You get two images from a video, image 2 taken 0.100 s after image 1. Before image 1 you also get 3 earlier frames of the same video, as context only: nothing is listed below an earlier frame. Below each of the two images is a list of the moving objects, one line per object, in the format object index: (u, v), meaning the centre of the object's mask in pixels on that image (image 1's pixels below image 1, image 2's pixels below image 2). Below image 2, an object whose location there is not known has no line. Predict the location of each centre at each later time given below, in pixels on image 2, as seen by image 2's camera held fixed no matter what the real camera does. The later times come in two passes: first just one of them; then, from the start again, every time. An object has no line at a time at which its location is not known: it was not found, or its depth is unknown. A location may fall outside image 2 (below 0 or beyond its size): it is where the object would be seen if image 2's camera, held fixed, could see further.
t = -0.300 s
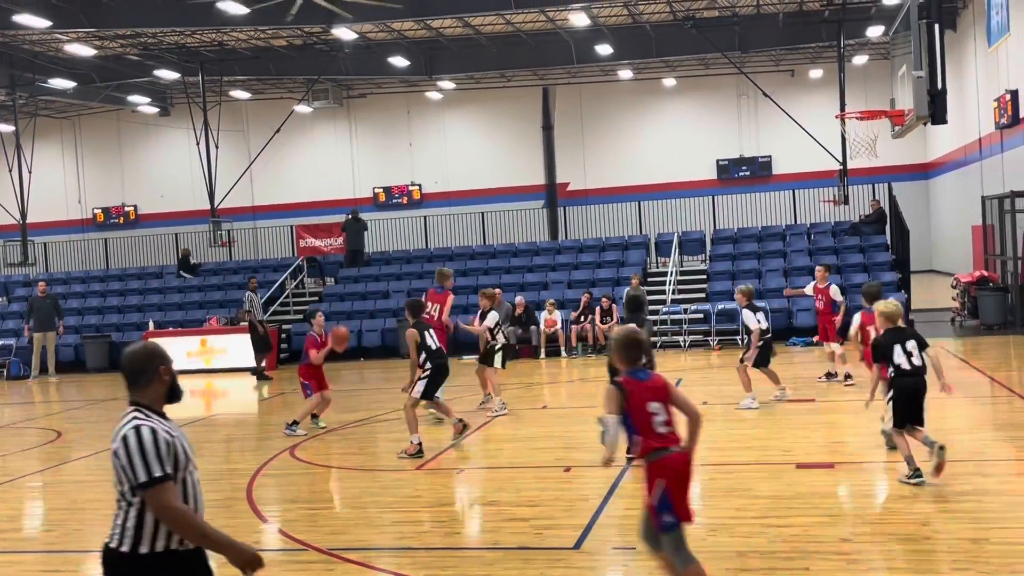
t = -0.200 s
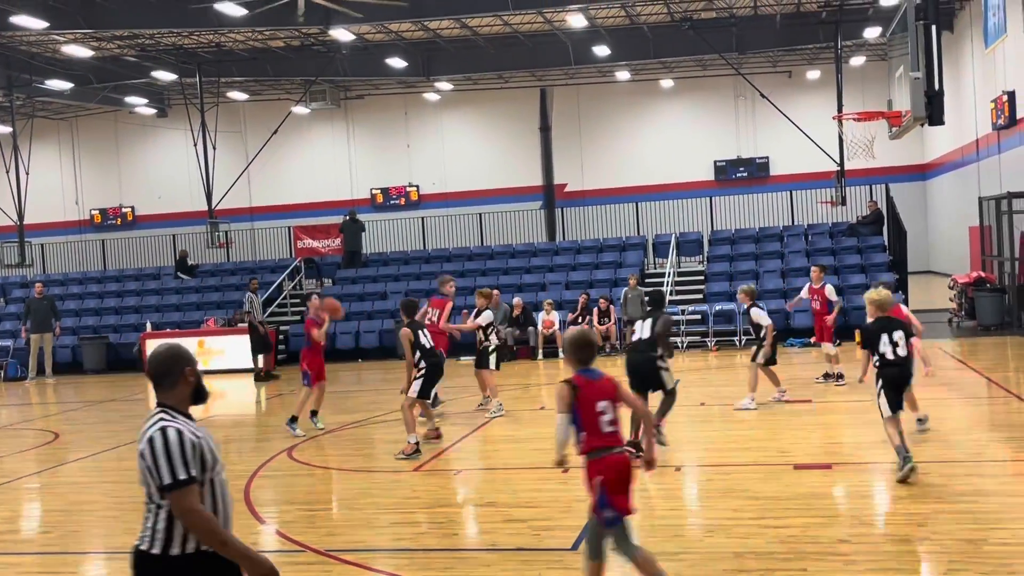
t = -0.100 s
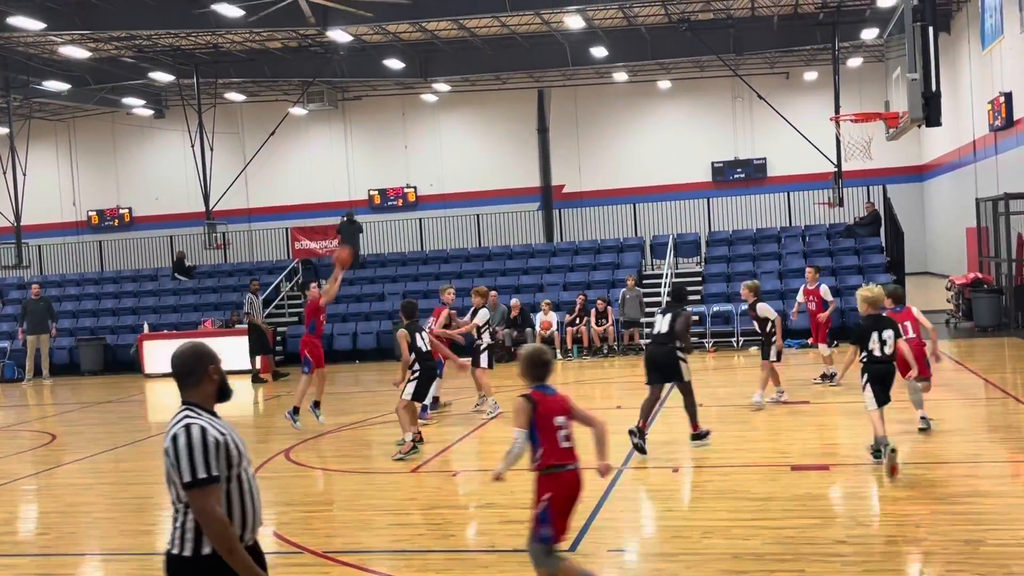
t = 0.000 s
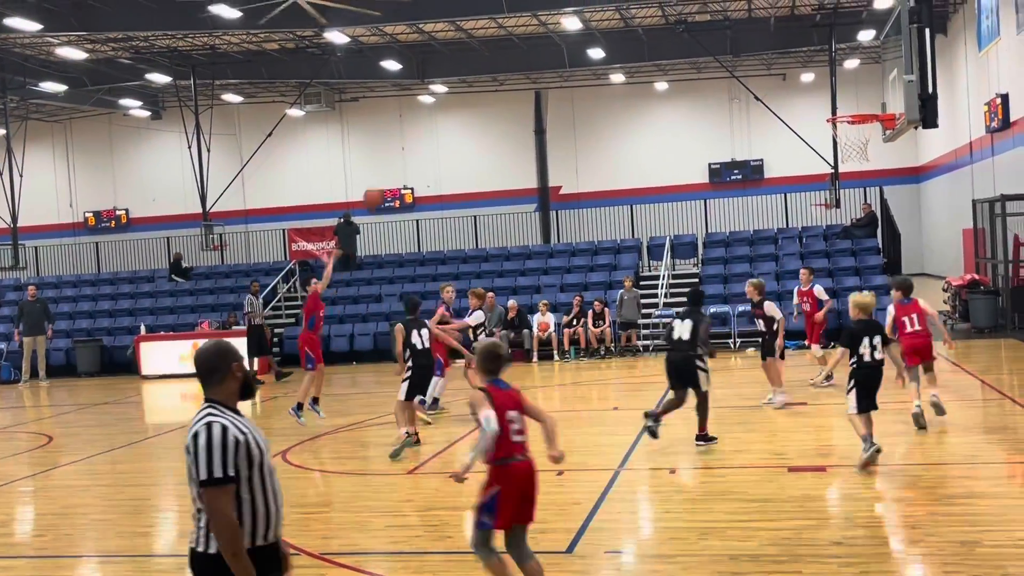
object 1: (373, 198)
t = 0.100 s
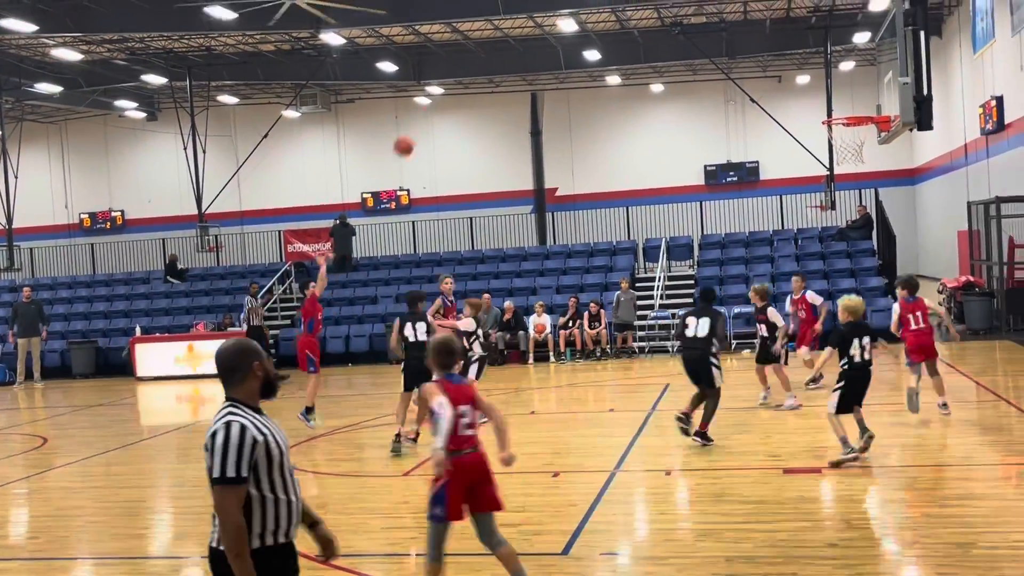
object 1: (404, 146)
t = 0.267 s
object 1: (461, 74)
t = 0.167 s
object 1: (427, 115)
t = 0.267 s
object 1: (461, 74)
